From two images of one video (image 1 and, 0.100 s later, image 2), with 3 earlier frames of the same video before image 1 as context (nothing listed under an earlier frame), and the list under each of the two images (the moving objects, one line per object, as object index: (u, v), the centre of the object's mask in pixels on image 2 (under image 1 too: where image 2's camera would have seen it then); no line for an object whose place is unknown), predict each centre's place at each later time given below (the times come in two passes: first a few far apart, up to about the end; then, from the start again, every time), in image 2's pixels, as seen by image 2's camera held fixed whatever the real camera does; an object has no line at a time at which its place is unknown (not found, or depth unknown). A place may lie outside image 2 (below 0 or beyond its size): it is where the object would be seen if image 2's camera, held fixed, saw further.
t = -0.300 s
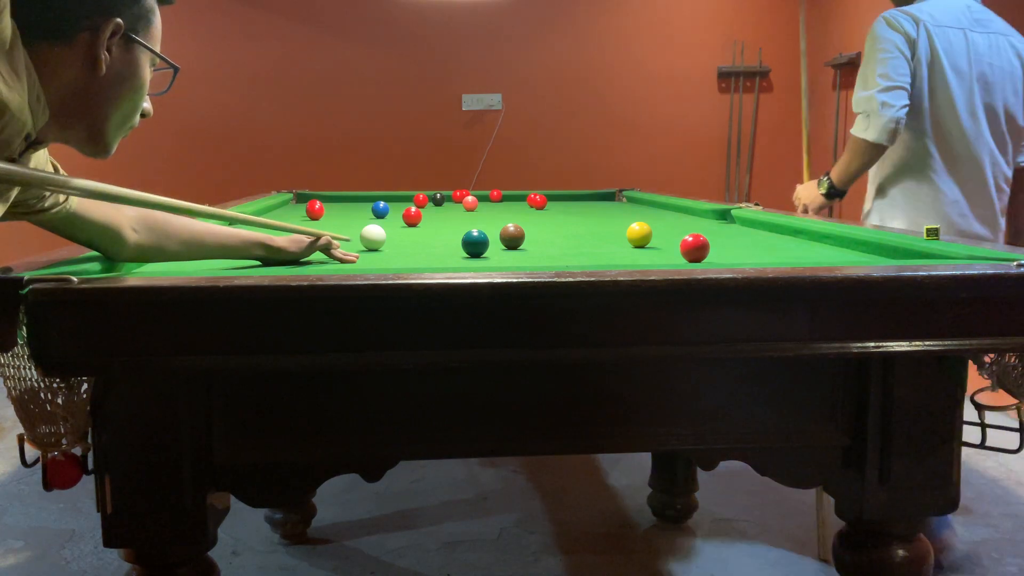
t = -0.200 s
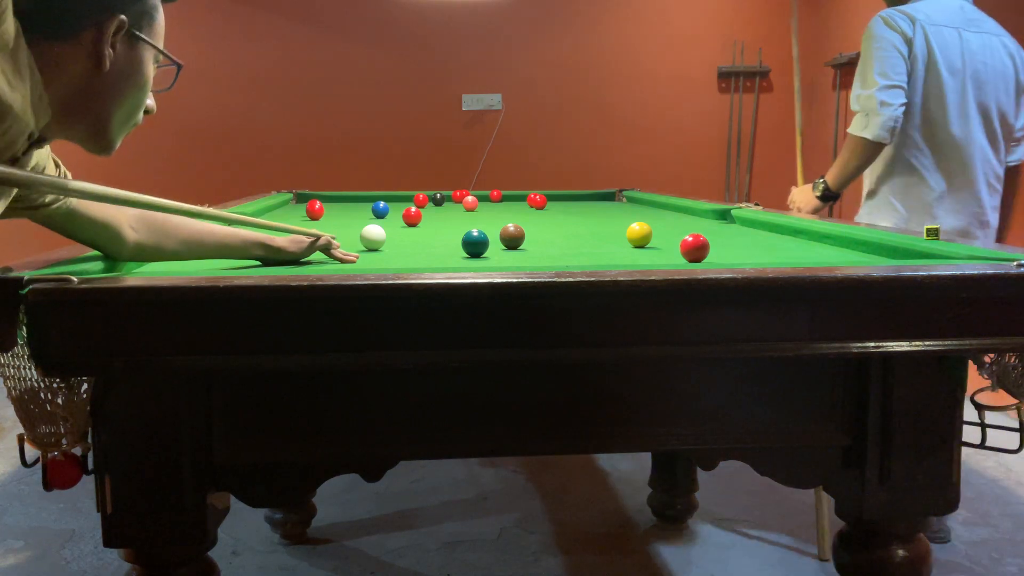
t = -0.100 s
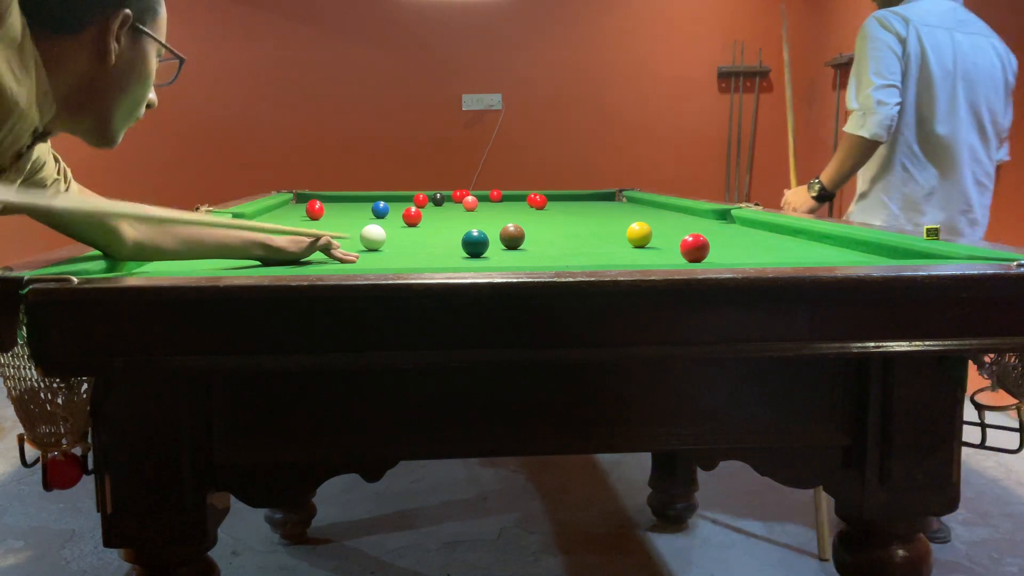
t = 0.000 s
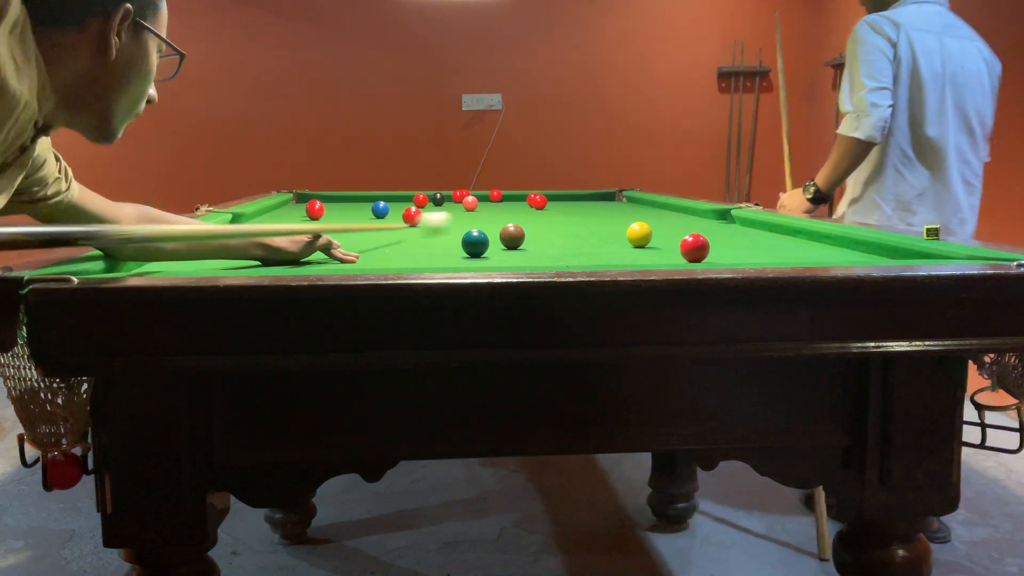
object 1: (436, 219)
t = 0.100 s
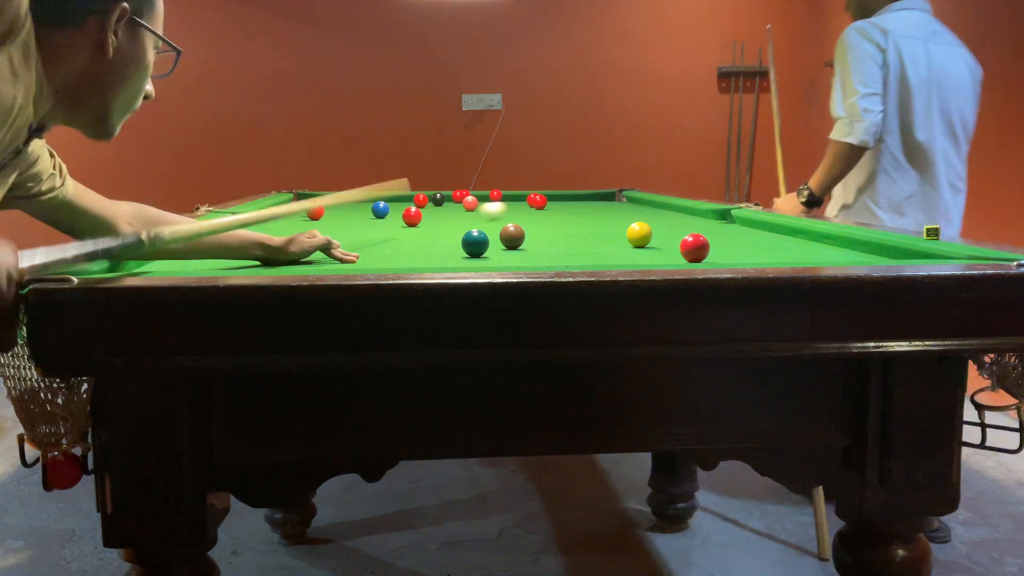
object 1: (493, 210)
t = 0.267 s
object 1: (530, 200)
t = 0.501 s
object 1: (517, 201)
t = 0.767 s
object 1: (508, 199)
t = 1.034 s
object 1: (500, 198)
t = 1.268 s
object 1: (494, 196)
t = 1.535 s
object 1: (481, 196)
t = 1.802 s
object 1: (469, 194)
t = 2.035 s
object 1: (462, 196)
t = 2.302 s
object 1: (457, 197)
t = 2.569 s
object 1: (453, 197)
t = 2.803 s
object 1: (450, 197)
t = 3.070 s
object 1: (449, 197)
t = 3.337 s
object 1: (448, 197)
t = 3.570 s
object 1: (448, 197)
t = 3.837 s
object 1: (449, 197)
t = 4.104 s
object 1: (448, 197)
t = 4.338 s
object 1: (448, 197)
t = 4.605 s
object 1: (448, 197)
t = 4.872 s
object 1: (448, 197)
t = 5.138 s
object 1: (448, 197)
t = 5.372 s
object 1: (448, 197)
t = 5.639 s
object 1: (448, 197)
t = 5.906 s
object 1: (448, 197)
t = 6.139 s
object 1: (448, 197)
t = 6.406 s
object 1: (448, 197)
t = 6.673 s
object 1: (448, 197)
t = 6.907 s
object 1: (448, 197)
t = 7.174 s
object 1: (448, 197)
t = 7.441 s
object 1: (448, 197)
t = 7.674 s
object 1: (448, 197)
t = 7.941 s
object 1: (448, 197)
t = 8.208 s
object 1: (448, 197)
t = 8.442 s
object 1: (448, 197)
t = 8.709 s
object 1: (448, 197)
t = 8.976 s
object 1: (448, 197)
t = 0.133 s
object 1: (507, 207)
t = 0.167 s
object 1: (520, 204)
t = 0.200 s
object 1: (531, 202)
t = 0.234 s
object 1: (532, 200)
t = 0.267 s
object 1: (530, 200)
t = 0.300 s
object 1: (527, 202)
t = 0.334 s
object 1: (524, 202)
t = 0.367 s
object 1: (522, 202)
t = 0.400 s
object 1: (520, 202)
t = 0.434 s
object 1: (519, 202)
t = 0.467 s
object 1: (518, 201)
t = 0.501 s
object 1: (517, 201)
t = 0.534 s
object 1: (516, 201)
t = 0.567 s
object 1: (515, 201)
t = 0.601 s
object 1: (513, 200)
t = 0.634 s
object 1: (512, 200)
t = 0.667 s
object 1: (511, 200)
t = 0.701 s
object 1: (510, 200)
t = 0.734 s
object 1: (509, 199)
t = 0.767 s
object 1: (508, 199)
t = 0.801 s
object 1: (507, 199)
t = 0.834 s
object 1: (506, 199)
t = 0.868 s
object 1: (505, 199)
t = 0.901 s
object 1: (504, 198)
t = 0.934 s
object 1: (503, 198)
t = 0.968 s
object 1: (502, 198)
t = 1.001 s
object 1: (501, 198)
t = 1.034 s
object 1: (500, 198)
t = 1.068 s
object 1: (499, 197)
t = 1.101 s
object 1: (498, 197)
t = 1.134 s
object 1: (497, 197)
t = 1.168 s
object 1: (496, 197)
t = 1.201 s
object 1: (496, 197)
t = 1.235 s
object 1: (495, 196)
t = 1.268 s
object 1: (494, 196)
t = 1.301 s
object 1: (492, 196)
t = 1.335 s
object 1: (491, 196)
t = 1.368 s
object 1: (489, 196)
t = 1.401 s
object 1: (487, 196)
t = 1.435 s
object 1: (486, 196)
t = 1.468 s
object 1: (484, 197)
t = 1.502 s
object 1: (483, 196)
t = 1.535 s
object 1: (481, 196)
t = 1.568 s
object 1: (480, 196)
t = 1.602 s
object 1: (479, 196)
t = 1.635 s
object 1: (478, 195)
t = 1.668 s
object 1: (476, 195)
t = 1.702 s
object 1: (475, 194)
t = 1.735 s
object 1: (473, 194)
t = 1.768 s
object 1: (471, 194)
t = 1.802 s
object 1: (469, 194)
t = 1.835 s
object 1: (468, 194)
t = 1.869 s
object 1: (466, 194)
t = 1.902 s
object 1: (465, 195)
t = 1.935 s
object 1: (464, 195)
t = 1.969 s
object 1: (463, 195)
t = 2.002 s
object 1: (463, 196)
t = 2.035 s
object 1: (462, 196)
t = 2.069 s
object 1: (461, 196)
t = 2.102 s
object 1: (460, 196)
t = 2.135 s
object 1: (460, 196)
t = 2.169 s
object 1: (459, 197)
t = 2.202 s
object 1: (458, 197)
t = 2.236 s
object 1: (458, 197)
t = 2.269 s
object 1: (457, 197)
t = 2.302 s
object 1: (457, 197)
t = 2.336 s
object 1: (456, 197)
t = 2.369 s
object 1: (456, 197)
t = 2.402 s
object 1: (455, 197)
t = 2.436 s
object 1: (455, 197)
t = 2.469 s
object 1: (454, 197)
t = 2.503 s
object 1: (454, 197)
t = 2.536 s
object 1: (453, 197)
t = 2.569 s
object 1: (453, 197)
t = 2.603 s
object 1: (452, 197)
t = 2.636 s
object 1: (452, 197)
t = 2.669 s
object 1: (451, 197)
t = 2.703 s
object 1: (451, 197)
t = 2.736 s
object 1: (451, 197)
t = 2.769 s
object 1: (451, 197)
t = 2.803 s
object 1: (450, 197)
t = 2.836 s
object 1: (450, 197)
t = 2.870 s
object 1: (449, 197)
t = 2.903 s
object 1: (449, 197)
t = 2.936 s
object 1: (449, 197)
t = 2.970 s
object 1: (449, 197)
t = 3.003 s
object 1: (449, 197)
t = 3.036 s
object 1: (449, 197)
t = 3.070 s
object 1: (449, 197)
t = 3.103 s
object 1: (449, 197)
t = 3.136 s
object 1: (449, 197)
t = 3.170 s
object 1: (448, 197)
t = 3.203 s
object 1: (448, 197)
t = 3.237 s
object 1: (448, 197)
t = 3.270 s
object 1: (448, 197)
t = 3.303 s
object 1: (448, 197)
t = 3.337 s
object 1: (448, 197)
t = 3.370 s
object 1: (448, 197)
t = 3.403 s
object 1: (448, 197)
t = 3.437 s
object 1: (448, 197)
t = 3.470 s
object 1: (448, 197)
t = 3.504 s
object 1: (448, 197)
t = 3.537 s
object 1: (448, 197)
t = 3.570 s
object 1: (448, 197)
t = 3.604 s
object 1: (448, 197)
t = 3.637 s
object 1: (448, 197)
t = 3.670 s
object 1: (448, 197)
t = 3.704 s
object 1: (448, 197)
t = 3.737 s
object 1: (448, 197)
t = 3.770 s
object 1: (448, 197)
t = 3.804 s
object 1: (448, 197)
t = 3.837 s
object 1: (449, 197)
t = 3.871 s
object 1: (449, 196)
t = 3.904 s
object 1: (448, 195)
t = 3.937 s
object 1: (448, 195)
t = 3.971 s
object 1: (448, 195)
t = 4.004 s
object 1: (448, 196)
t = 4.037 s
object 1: (448, 197)
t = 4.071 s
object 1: (448, 197)
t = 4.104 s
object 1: (448, 197)
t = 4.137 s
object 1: (448, 197)
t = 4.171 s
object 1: (448, 197)
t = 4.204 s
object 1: (448, 197)
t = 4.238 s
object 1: (448, 197)
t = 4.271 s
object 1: (448, 197)
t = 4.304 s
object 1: (448, 197)
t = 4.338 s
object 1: (448, 197)
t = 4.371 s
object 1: (448, 197)
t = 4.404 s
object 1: (448, 197)
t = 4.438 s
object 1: (448, 197)
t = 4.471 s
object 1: (448, 197)
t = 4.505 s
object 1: (448, 197)
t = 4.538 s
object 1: (448, 197)
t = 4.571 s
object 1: (448, 197)
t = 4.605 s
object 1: (448, 197)
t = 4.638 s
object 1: (448, 197)
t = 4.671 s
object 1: (448, 197)
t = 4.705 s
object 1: (448, 197)
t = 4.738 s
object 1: (448, 197)
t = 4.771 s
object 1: (448, 197)
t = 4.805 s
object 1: (448, 197)
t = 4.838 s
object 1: (448, 197)
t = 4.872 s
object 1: (448, 197)
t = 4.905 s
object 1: (448, 197)
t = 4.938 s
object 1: (448, 197)
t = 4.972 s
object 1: (448, 197)
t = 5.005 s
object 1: (448, 197)
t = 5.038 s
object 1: (448, 197)
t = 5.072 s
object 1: (448, 197)
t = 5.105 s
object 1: (448, 197)
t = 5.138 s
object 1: (448, 197)
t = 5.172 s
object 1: (448, 197)
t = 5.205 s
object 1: (448, 197)
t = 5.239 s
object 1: (448, 197)
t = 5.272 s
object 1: (448, 197)
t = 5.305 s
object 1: (448, 197)
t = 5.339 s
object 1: (448, 197)
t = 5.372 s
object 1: (448, 197)
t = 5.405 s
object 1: (448, 197)
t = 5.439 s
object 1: (448, 197)
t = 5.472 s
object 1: (448, 197)
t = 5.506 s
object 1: (448, 197)
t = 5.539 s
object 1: (448, 197)
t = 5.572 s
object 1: (448, 197)
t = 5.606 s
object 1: (448, 197)
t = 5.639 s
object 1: (448, 197)
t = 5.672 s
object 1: (448, 197)
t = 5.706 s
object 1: (448, 197)
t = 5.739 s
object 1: (448, 197)
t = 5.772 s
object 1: (448, 197)
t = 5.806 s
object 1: (448, 197)
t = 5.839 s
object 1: (448, 197)
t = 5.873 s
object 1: (448, 197)
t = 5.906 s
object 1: (448, 197)
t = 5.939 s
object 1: (448, 197)
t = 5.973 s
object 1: (448, 197)
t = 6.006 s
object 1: (448, 197)
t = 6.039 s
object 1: (448, 197)
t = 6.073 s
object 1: (448, 197)
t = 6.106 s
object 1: (448, 197)
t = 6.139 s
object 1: (448, 197)
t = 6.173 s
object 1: (448, 197)
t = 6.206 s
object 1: (448, 197)
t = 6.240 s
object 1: (448, 197)
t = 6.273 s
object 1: (448, 197)
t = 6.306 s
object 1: (448, 197)
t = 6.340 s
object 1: (448, 197)
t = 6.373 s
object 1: (448, 197)
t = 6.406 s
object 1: (448, 197)
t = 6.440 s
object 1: (448, 197)
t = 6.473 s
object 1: (448, 197)
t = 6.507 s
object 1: (448, 197)
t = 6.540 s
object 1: (448, 197)
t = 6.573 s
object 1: (448, 197)
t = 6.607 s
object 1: (448, 197)
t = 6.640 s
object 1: (448, 197)
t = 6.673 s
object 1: (448, 197)
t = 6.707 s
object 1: (448, 197)
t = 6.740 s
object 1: (448, 197)
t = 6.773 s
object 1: (448, 197)
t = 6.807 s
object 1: (448, 197)
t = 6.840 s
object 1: (448, 197)
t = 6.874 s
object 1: (448, 197)
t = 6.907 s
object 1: (448, 197)
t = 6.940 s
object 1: (448, 197)
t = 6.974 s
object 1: (448, 197)
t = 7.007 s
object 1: (448, 197)
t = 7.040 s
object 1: (448, 197)
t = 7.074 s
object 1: (448, 197)
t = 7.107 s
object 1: (448, 197)
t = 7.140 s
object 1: (448, 197)
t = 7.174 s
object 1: (448, 197)
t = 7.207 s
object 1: (448, 197)
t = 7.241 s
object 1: (448, 197)
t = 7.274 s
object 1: (448, 197)
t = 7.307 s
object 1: (448, 197)
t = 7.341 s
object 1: (448, 197)
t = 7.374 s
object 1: (448, 197)
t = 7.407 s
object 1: (448, 197)
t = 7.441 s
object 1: (448, 197)
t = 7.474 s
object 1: (448, 197)
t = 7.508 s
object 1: (448, 197)
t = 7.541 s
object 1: (448, 197)
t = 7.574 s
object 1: (448, 197)
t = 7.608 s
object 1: (448, 197)
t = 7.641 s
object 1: (448, 197)
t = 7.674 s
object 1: (448, 197)
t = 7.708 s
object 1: (448, 197)
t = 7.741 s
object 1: (448, 197)
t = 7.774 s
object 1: (448, 197)
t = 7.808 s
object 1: (448, 197)
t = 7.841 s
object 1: (448, 197)
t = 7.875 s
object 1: (448, 197)
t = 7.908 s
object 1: (448, 197)
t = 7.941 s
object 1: (448, 197)
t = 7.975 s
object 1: (448, 197)
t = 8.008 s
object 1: (448, 197)
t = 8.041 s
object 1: (448, 197)
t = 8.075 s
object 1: (448, 197)
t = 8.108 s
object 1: (448, 197)
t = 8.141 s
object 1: (448, 197)
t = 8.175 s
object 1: (448, 197)
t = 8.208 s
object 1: (448, 197)
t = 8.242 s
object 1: (448, 197)
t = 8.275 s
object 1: (448, 197)
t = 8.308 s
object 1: (448, 197)
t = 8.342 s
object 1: (448, 197)
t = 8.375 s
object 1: (448, 197)
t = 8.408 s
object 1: (448, 197)
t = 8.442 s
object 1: (448, 197)
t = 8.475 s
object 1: (448, 197)
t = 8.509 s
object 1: (448, 197)
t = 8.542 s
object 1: (448, 197)
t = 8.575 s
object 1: (448, 197)
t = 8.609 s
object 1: (448, 197)
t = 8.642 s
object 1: (448, 197)
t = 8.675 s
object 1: (448, 197)
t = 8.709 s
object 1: (448, 197)
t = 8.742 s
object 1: (448, 197)
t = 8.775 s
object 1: (448, 197)
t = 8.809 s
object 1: (448, 197)
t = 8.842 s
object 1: (448, 197)
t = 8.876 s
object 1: (448, 197)
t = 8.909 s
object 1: (448, 197)
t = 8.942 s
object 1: (448, 197)
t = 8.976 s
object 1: (448, 197)
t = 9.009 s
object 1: (448, 197)
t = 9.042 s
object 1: (448, 197)
